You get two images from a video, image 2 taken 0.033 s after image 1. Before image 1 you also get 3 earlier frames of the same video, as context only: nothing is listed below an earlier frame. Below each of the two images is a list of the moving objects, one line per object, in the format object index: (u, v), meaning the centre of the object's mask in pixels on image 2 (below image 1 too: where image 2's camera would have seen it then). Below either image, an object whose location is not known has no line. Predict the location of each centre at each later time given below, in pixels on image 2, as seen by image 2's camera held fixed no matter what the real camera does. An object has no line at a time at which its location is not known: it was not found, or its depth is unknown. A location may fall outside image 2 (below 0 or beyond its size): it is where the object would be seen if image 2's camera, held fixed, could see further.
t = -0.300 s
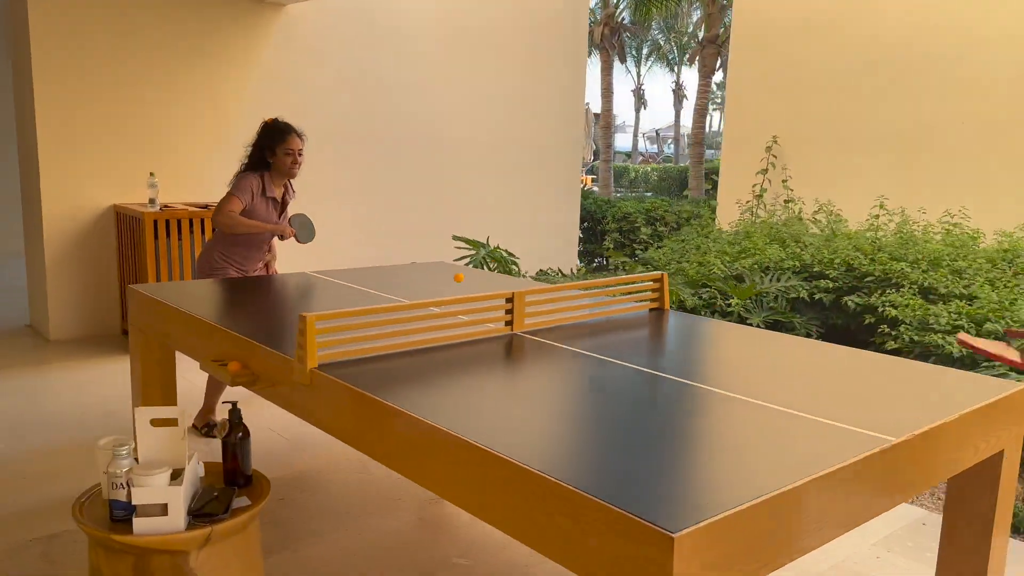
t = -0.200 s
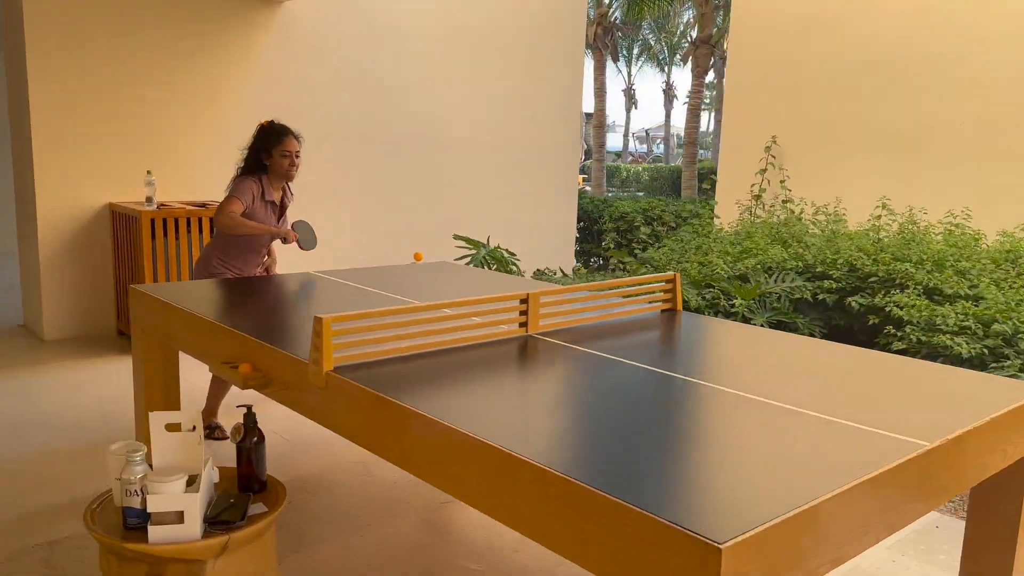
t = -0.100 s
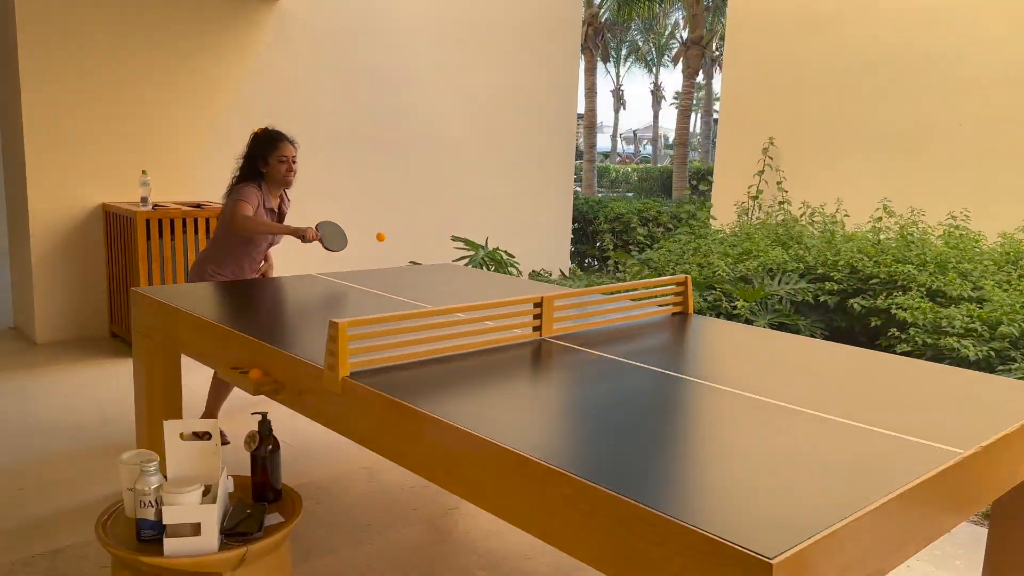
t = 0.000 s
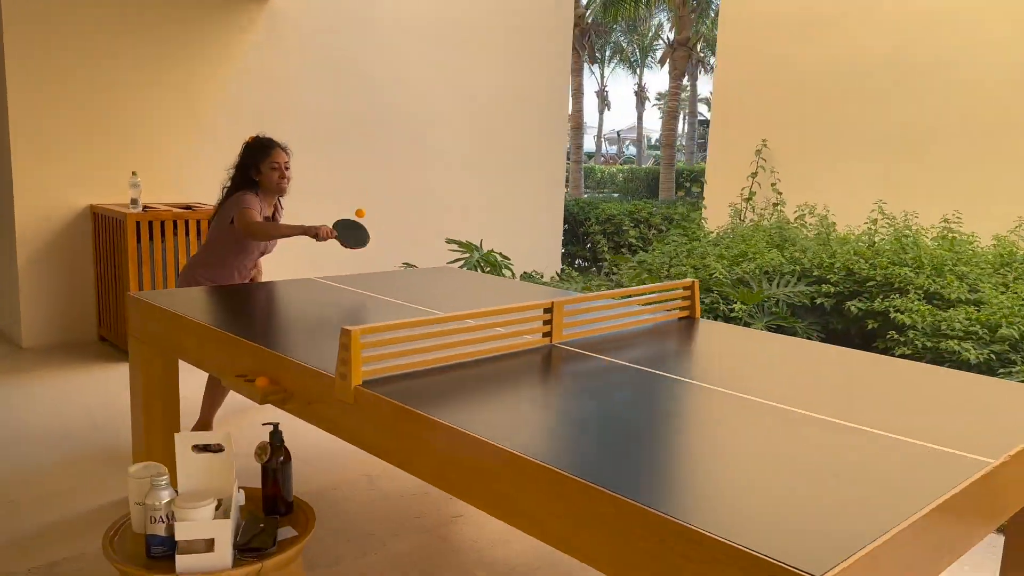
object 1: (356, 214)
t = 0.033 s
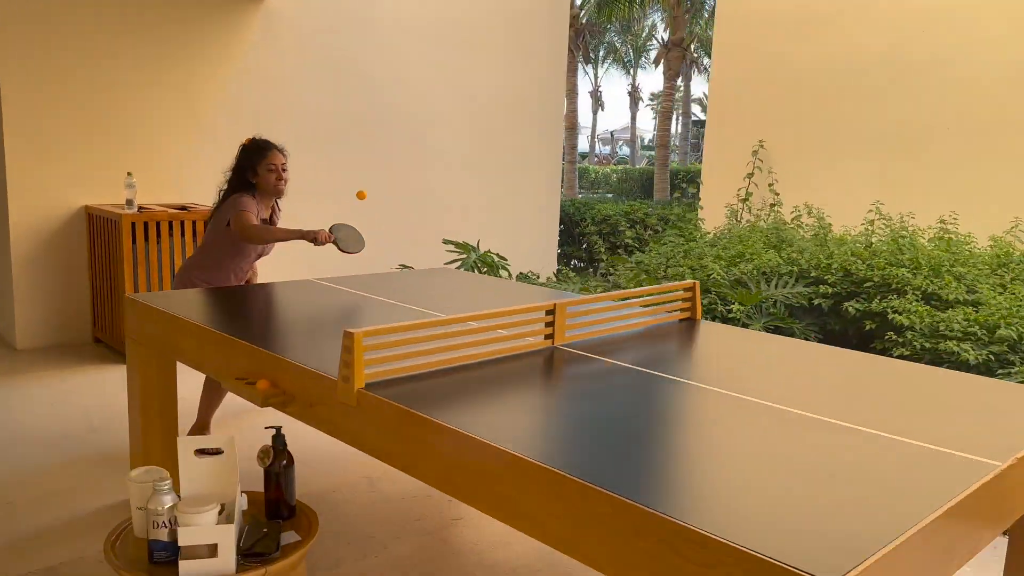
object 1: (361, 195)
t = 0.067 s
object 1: (366, 179)
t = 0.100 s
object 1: (372, 164)
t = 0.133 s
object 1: (378, 152)
